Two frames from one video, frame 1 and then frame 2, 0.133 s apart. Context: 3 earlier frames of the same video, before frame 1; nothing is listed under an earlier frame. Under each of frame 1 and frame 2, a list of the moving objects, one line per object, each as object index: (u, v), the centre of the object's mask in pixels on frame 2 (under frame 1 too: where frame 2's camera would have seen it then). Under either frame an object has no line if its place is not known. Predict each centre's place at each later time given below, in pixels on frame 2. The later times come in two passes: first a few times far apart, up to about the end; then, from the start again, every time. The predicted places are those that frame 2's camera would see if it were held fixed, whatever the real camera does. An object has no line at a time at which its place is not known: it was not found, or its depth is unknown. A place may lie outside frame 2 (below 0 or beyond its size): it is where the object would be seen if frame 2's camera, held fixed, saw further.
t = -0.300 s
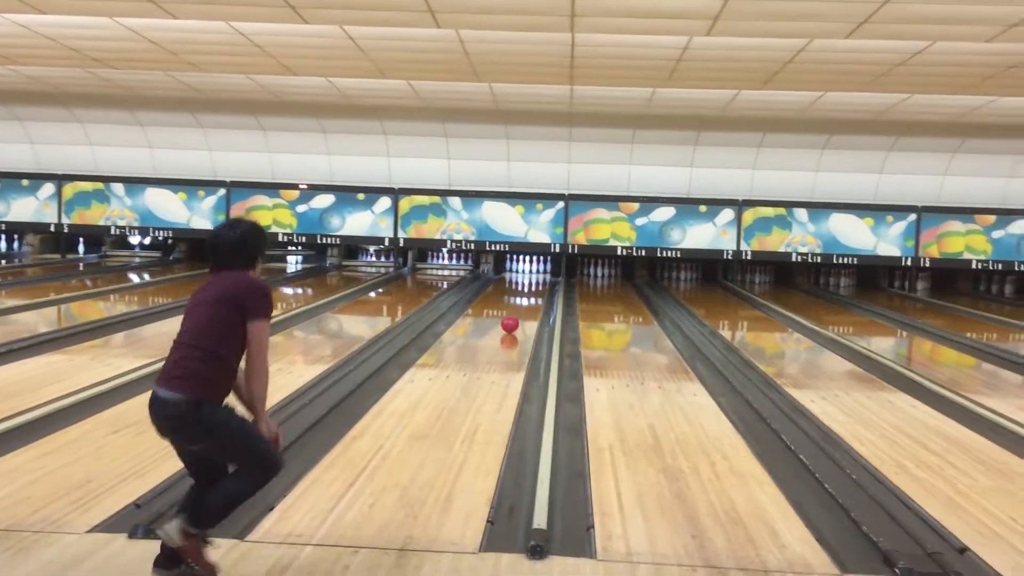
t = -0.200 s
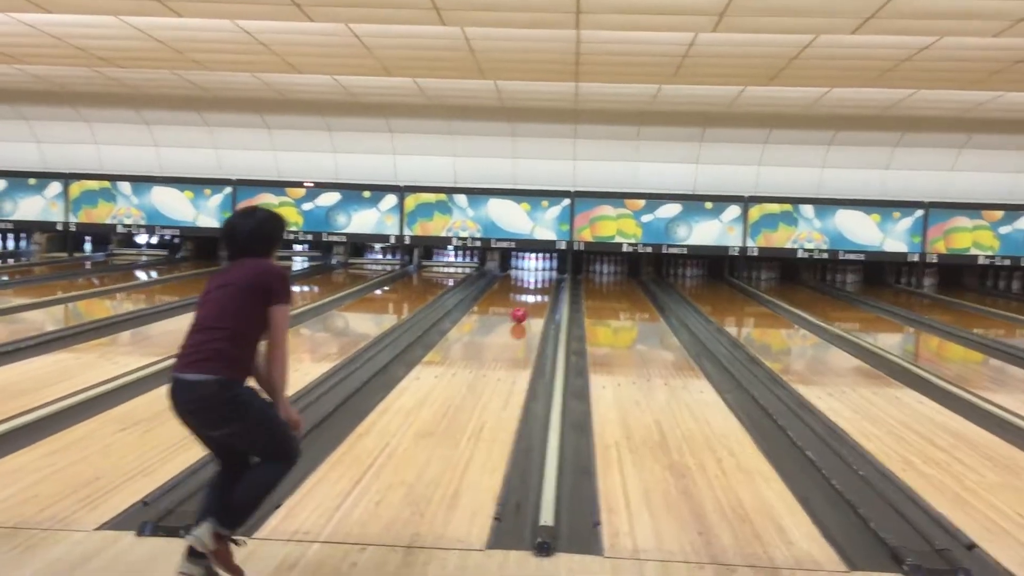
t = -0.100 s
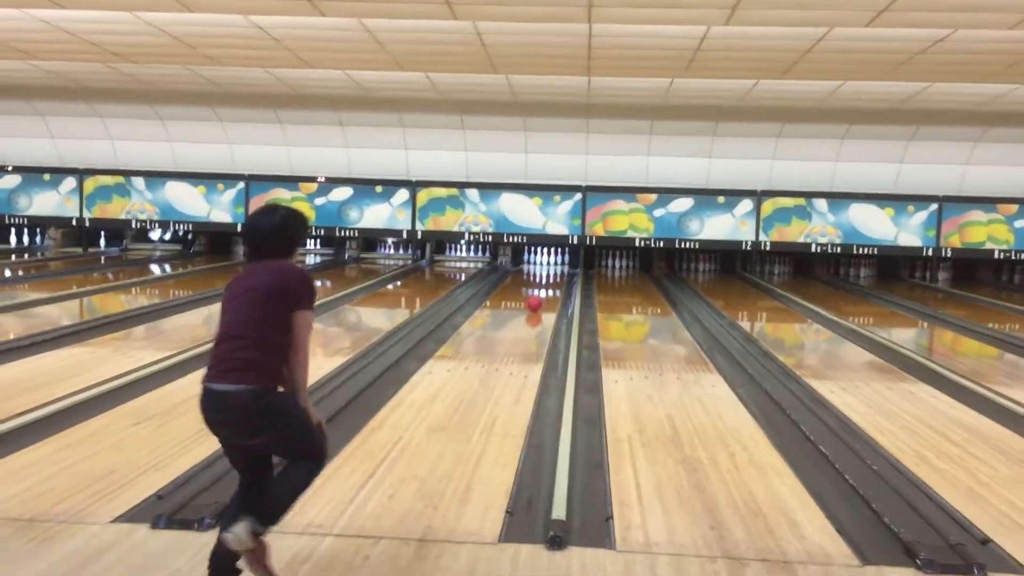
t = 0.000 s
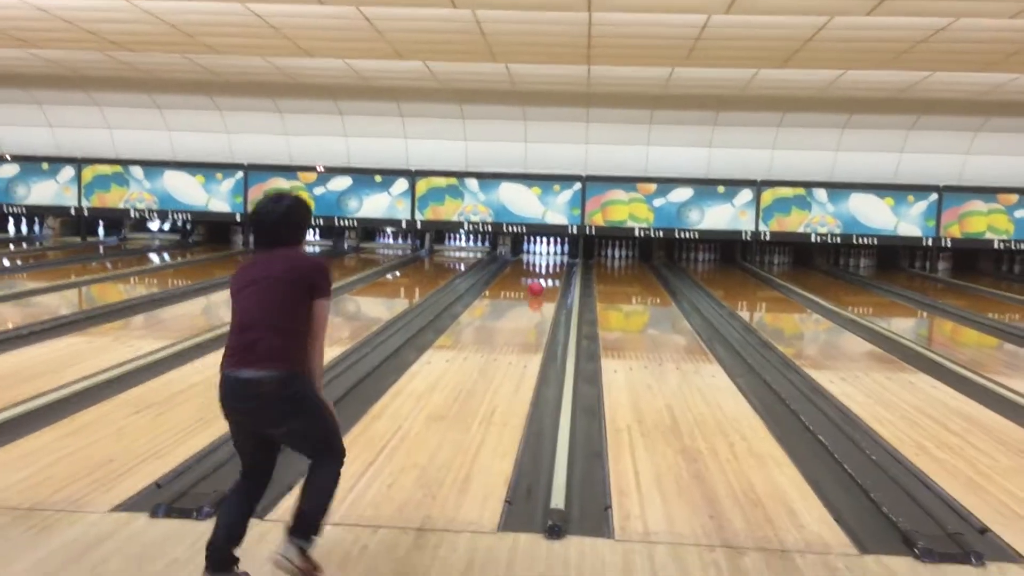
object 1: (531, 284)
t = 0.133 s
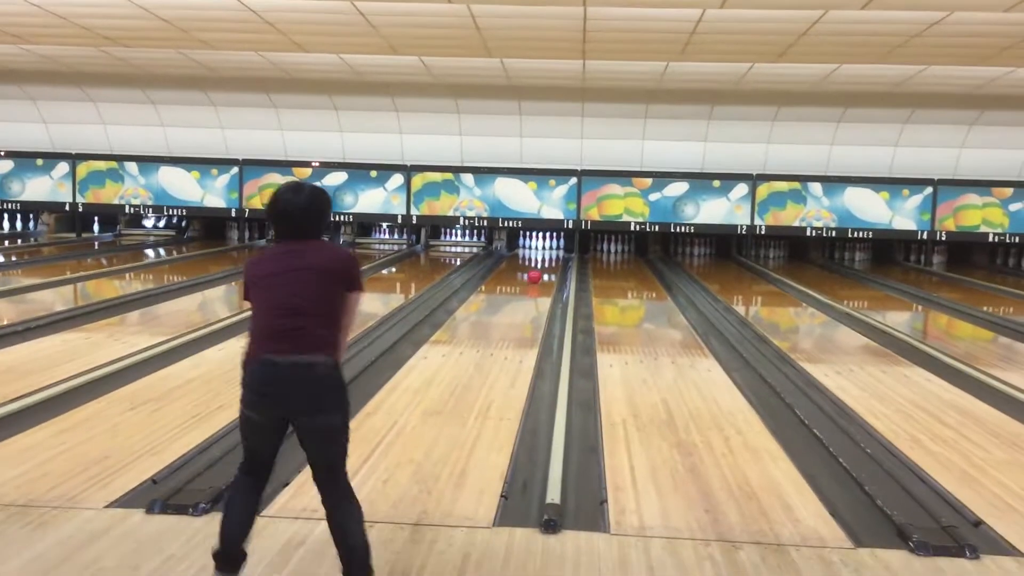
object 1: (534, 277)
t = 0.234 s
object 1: (535, 273)
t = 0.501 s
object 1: (539, 263)
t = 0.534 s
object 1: (539, 262)
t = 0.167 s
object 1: (535, 276)
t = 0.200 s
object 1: (535, 274)
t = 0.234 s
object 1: (535, 273)
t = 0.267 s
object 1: (536, 271)
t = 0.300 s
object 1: (537, 270)
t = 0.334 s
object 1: (537, 269)
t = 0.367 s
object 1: (537, 268)
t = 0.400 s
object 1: (538, 267)
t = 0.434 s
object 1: (539, 265)
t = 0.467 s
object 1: (539, 264)
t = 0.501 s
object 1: (539, 263)
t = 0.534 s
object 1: (539, 262)
